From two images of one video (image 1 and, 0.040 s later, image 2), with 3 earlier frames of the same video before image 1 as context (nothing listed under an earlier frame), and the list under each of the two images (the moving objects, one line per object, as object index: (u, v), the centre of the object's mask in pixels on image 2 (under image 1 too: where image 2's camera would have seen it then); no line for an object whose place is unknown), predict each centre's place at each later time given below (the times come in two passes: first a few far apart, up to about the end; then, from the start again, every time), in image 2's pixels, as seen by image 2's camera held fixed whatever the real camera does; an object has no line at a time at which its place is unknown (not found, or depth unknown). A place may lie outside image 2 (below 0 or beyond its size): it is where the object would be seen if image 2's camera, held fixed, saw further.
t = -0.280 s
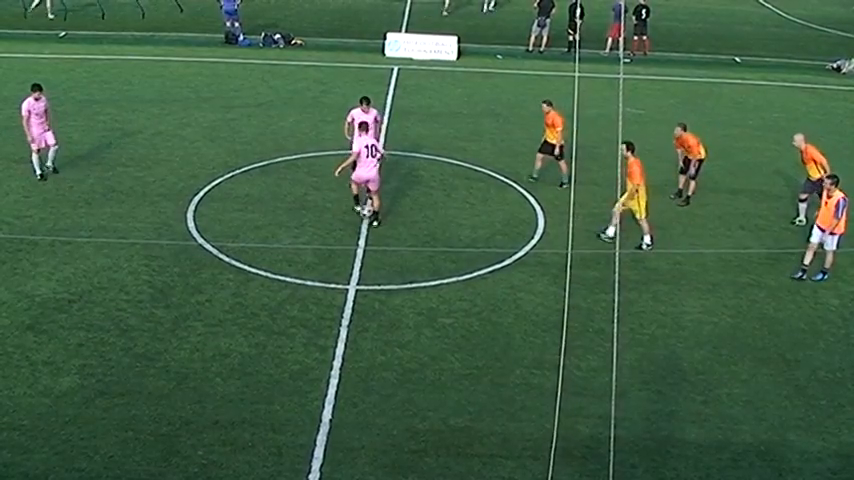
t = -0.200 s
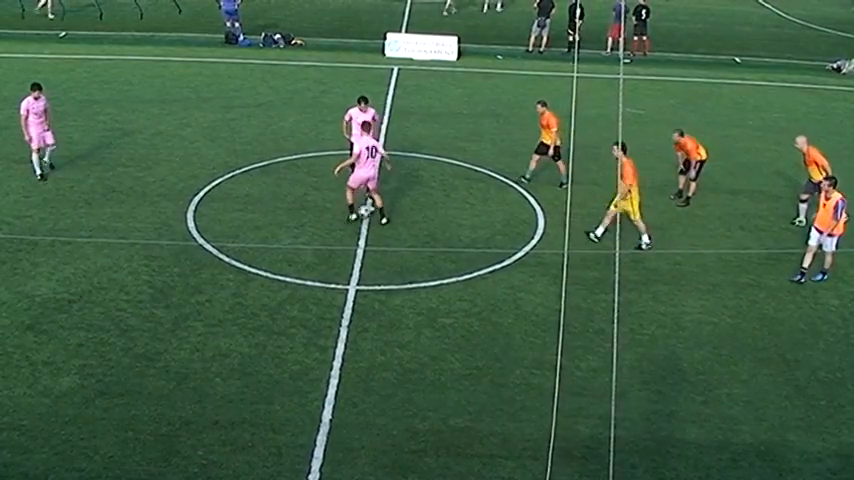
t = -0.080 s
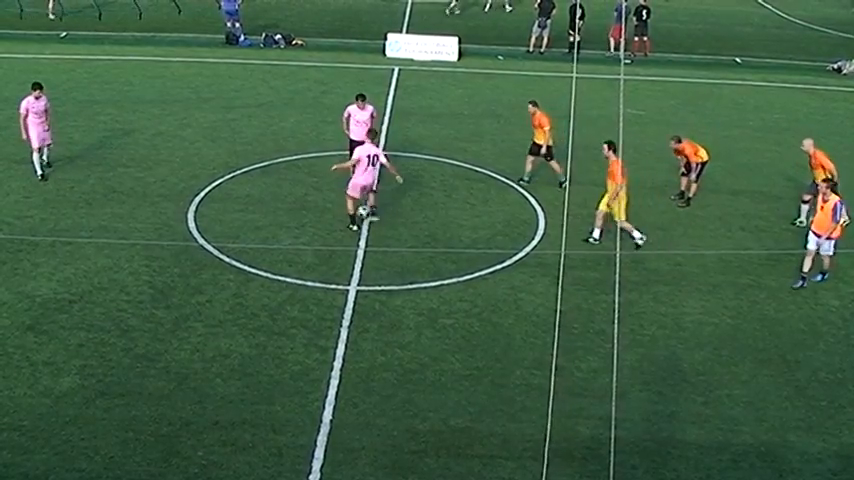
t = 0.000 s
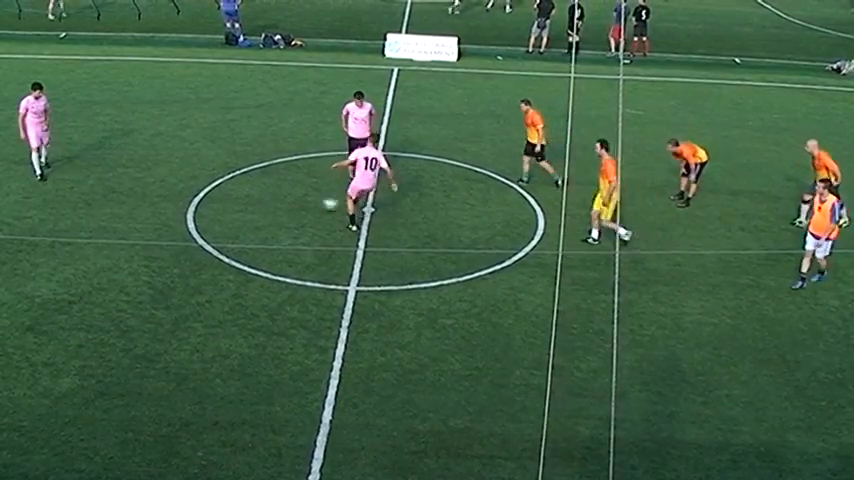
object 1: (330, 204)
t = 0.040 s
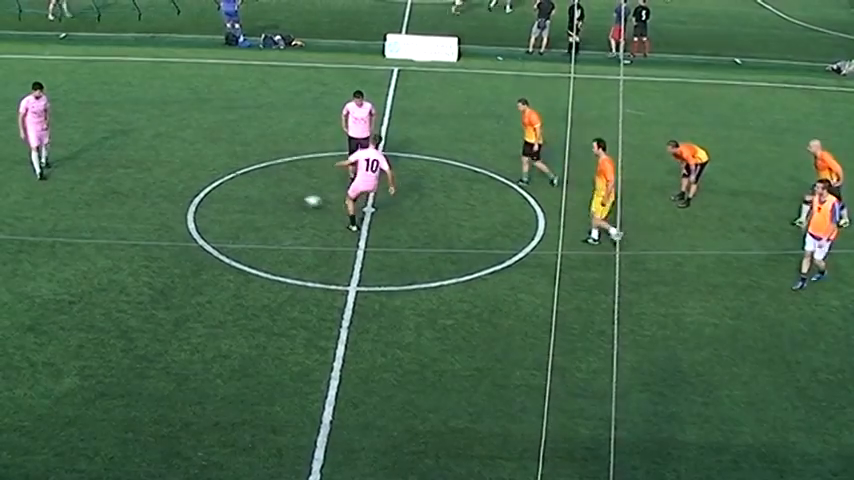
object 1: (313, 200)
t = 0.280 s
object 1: (216, 184)
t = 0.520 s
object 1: (145, 172)
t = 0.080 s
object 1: (294, 198)
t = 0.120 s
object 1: (277, 196)
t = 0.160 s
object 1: (260, 192)
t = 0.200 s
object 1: (245, 190)
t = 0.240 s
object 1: (230, 187)
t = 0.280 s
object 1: (216, 184)
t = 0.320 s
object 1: (202, 182)
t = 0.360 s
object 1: (189, 180)
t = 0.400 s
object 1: (178, 177)
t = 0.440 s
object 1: (166, 175)
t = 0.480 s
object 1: (155, 174)
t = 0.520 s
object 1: (145, 172)
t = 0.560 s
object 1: (135, 170)
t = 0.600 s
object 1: (125, 168)
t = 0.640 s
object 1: (116, 167)
